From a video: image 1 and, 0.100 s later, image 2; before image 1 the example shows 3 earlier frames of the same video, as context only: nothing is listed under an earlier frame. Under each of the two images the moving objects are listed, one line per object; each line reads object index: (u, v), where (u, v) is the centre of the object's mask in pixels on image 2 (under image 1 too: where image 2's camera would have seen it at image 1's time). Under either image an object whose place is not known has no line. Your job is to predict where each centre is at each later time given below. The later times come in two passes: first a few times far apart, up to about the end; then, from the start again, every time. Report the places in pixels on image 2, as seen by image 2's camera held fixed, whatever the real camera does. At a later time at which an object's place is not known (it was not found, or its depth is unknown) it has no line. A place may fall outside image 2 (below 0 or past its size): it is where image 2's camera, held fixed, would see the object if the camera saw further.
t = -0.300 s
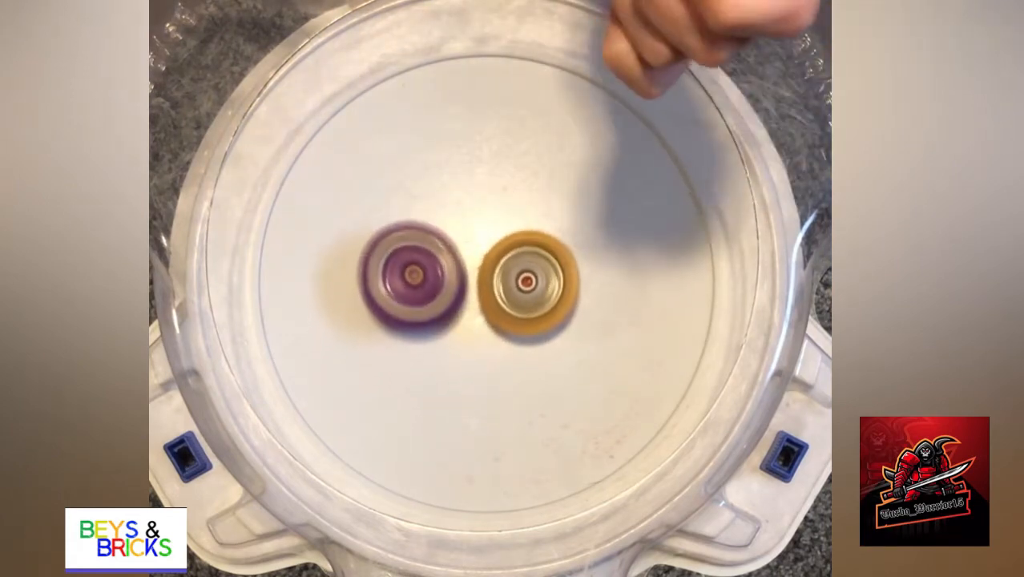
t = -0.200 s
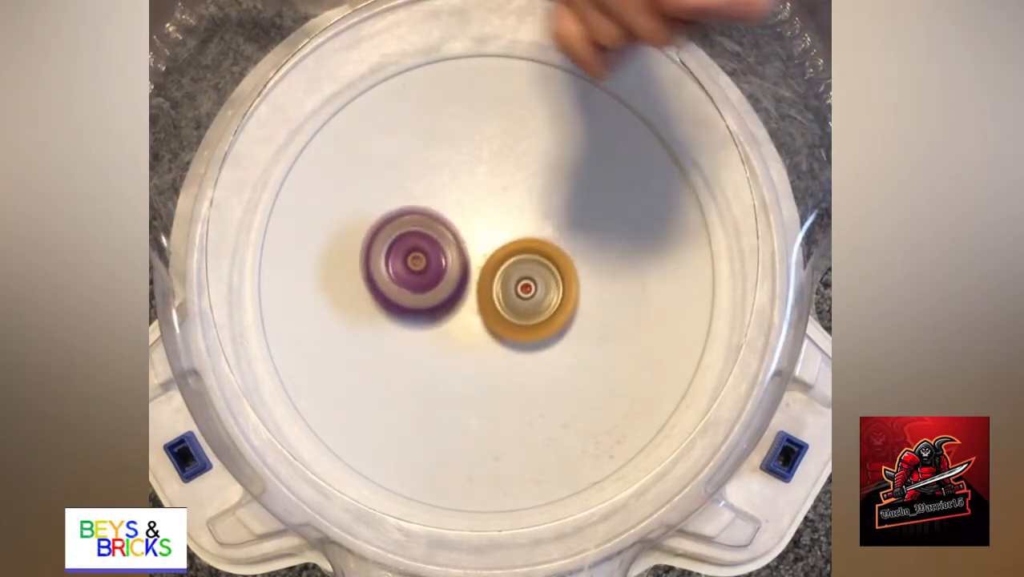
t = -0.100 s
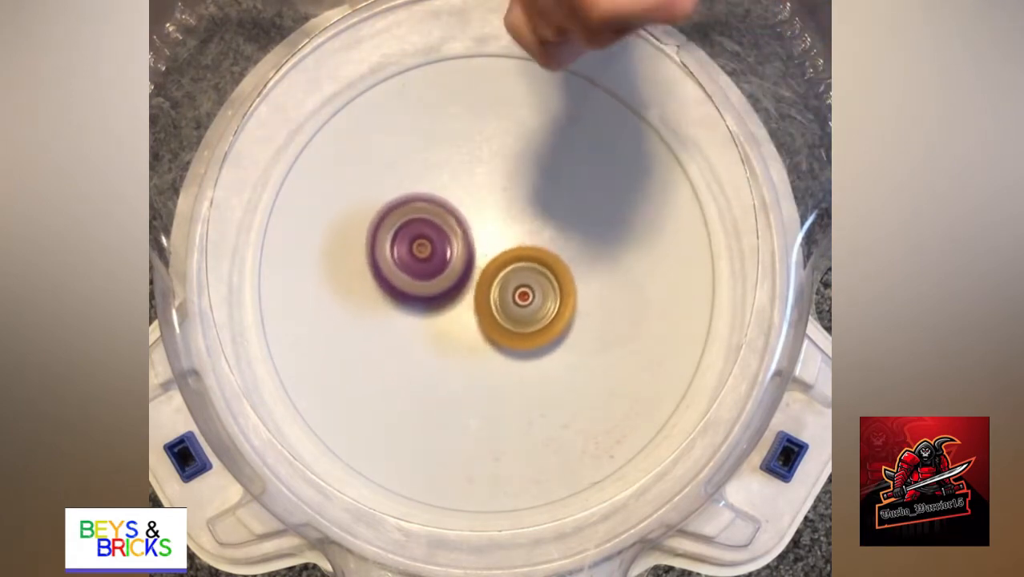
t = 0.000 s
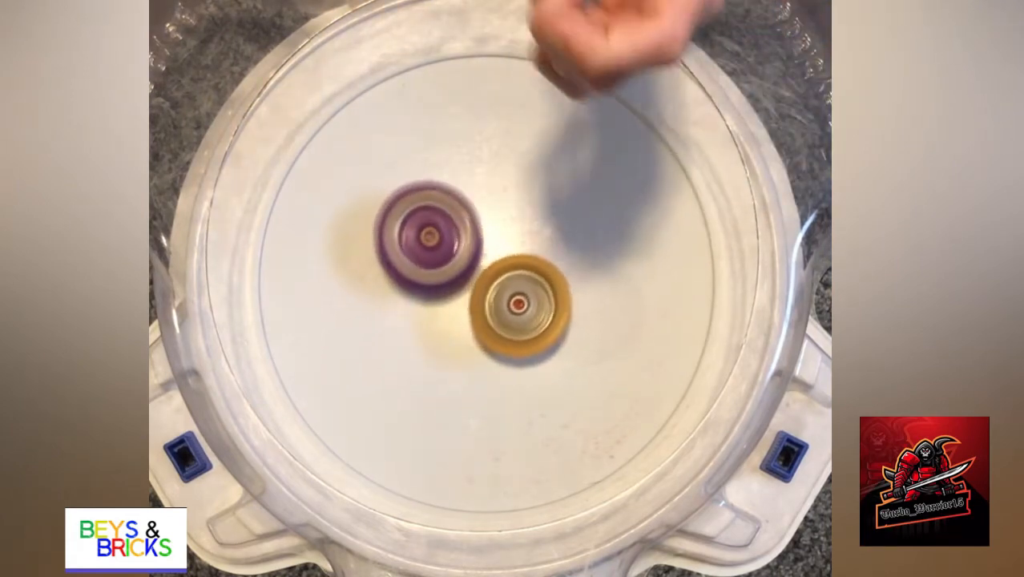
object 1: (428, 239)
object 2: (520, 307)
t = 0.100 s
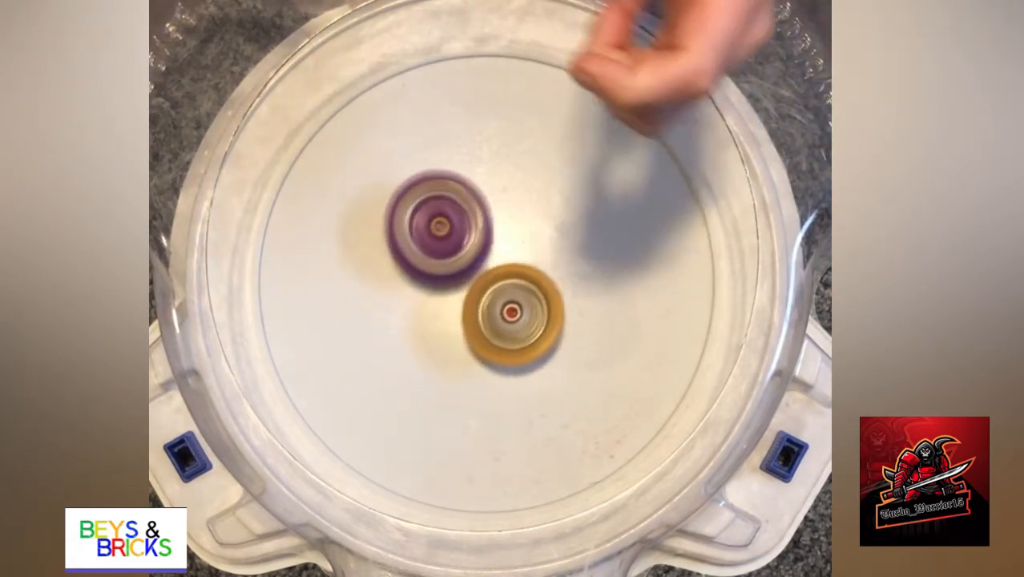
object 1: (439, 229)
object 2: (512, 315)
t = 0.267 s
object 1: (459, 218)
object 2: (499, 327)
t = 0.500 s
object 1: (489, 211)
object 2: (480, 334)
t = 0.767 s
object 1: (522, 223)
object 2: (461, 328)
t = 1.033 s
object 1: (549, 250)
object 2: (443, 309)
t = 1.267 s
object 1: (558, 276)
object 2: (439, 283)
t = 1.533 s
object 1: (547, 311)
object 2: (450, 253)
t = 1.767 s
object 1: (521, 337)
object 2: (466, 235)
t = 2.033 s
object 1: (487, 350)
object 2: (488, 230)
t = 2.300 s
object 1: (453, 344)
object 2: (512, 246)
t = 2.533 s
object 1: (431, 325)
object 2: (526, 269)
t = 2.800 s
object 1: (419, 294)
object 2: (531, 293)
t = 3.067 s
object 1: (422, 258)
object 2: (520, 312)
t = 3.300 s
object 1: (435, 231)
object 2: (508, 330)
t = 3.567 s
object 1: (468, 217)
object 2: (486, 332)
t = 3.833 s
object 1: (505, 219)
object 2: (458, 320)
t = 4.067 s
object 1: (532, 237)
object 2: (442, 302)
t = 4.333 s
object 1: (553, 267)
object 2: (440, 283)
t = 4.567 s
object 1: (552, 295)
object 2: (446, 264)
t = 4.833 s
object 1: (535, 328)
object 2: (452, 242)
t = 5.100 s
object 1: (502, 347)
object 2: (473, 237)
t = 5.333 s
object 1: (468, 348)
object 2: (496, 238)
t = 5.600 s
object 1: (434, 330)
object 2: (523, 248)
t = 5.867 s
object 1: (421, 298)
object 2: (529, 267)
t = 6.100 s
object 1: (423, 265)
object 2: (529, 292)
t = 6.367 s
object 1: (437, 225)
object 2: (525, 329)
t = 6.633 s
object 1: (467, 221)
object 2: (519, 351)
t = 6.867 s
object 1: (497, 233)
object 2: (497, 343)
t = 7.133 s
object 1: (526, 247)
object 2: (461, 343)
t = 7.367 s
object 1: (534, 274)
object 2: (435, 317)
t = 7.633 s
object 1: (530, 303)
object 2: (417, 283)
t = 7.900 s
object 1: (511, 334)
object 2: (422, 232)
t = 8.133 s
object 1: (486, 331)
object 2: (456, 216)
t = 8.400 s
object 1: (449, 329)
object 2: (509, 209)
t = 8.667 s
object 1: (441, 296)
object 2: (538, 247)
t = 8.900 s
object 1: (433, 260)
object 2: (551, 294)
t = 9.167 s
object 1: (462, 236)
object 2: (514, 330)
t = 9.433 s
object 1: (502, 224)
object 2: (454, 329)
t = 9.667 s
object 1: (529, 246)
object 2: (425, 290)
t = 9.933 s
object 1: (539, 289)
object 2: (441, 241)
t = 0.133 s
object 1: (442, 226)
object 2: (510, 317)
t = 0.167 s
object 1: (446, 223)
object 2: (507, 320)
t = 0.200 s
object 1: (450, 221)
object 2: (504, 322)
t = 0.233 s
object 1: (455, 219)
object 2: (502, 324)
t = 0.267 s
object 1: (459, 218)
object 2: (499, 327)
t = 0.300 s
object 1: (463, 216)
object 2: (496, 328)
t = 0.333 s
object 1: (467, 215)
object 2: (493, 329)
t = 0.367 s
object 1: (472, 213)
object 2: (491, 331)
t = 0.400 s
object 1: (476, 212)
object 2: (488, 333)
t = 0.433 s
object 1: (480, 212)
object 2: (486, 334)
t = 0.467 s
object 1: (485, 211)
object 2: (483, 334)
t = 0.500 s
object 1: (489, 211)
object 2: (480, 334)
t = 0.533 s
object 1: (493, 212)
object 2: (478, 335)
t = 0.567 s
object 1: (497, 212)
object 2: (475, 335)
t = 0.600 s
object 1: (501, 214)
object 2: (473, 334)
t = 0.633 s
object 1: (506, 215)
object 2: (471, 334)
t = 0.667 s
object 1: (510, 217)
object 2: (469, 333)
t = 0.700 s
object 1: (514, 218)
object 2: (466, 331)
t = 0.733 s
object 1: (518, 220)
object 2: (463, 329)
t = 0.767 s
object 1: (522, 223)
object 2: (461, 328)
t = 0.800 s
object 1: (526, 226)
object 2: (459, 326)
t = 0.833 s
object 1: (530, 229)
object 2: (456, 323)
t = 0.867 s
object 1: (533, 232)
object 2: (454, 322)
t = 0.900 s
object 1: (537, 236)
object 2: (451, 319)
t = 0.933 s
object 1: (540, 239)
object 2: (449, 317)
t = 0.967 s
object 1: (543, 243)
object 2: (447, 314)
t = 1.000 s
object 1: (546, 247)
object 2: (445, 312)
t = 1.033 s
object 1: (549, 250)
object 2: (443, 309)
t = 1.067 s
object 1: (551, 254)
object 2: (442, 306)
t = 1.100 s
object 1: (553, 257)
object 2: (441, 302)
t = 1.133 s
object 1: (555, 261)
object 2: (440, 298)
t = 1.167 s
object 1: (557, 265)
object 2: (439, 295)
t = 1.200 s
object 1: (557, 269)
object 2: (439, 291)
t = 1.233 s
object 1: (558, 272)
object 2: (439, 287)
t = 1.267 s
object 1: (558, 276)
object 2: (439, 283)
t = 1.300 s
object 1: (558, 281)
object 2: (440, 279)
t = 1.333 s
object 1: (557, 285)
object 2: (441, 275)
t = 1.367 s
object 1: (556, 290)
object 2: (442, 271)
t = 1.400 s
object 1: (555, 294)
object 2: (443, 267)
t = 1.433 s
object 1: (553, 298)
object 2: (444, 263)
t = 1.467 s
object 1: (552, 302)
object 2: (446, 259)
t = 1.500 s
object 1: (549, 306)
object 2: (448, 256)
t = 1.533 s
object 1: (547, 311)
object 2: (450, 253)
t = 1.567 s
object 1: (543, 315)
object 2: (452, 251)
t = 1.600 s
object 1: (540, 319)
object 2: (454, 248)
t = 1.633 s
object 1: (537, 323)
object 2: (456, 245)
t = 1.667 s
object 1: (533, 327)
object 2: (459, 243)
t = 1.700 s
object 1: (529, 331)
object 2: (461, 241)
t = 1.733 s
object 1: (525, 334)
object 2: (463, 237)
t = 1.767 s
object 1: (521, 337)
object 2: (466, 235)
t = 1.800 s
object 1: (517, 339)
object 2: (468, 233)
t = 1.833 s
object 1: (513, 341)
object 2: (471, 231)
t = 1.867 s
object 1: (508, 343)
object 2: (474, 230)
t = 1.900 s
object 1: (504, 345)
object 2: (477, 229)
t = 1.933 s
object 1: (500, 346)
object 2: (480, 229)
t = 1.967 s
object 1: (496, 348)
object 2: (483, 229)
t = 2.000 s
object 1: (491, 349)
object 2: (486, 229)
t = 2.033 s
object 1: (487, 350)
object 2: (488, 230)
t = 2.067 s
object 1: (482, 350)
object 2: (491, 231)
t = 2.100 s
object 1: (477, 350)
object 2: (494, 232)
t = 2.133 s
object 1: (473, 350)
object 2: (497, 233)
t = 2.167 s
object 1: (469, 349)
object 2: (500, 235)
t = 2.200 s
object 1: (465, 348)
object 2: (503, 237)
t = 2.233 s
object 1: (461, 347)
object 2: (506, 240)
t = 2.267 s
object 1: (457, 345)
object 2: (509, 243)
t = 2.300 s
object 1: (453, 344)
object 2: (512, 246)
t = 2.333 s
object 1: (449, 342)
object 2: (515, 249)
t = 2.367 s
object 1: (446, 339)
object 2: (517, 252)
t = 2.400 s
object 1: (442, 337)
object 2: (519, 255)
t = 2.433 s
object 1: (439, 334)
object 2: (521, 259)
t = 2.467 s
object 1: (436, 331)
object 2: (523, 262)
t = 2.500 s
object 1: (434, 329)
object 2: (525, 266)
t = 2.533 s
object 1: (431, 325)
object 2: (526, 269)
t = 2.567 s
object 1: (428, 322)
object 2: (528, 273)
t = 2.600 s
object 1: (426, 318)
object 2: (529, 276)
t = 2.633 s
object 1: (425, 314)
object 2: (530, 280)
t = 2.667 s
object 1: (423, 310)
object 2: (531, 282)
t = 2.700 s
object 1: (422, 306)
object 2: (531, 285)
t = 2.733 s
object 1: (421, 302)
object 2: (532, 288)
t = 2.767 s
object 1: (420, 298)
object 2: (532, 290)
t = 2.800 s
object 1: (419, 294)
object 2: (531, 293)
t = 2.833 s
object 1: (419, 290)
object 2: (530, 295)
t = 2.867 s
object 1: (419, 286)
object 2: (529, 297)
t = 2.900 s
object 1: (419, 281)
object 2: (527, 300)
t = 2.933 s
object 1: (419, 276)
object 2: (526, 302)
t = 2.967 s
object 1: (420, 271)
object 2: (525, 304)
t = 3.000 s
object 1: (421, 267)
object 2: (523, 306)
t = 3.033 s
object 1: (422, 262)
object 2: (521, 308)
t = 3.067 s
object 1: (422, 258)
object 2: (520, 312)
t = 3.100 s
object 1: (422, 253)
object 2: (519, 316)
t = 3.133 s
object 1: (423, 248)
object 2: (518, 319)
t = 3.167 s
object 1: (425, 244)
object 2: (516, 322)
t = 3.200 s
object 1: (427, 241)
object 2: (514, 324)
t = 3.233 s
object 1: (429, 237)
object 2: (512, 326)
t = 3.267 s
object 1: (432, 234)
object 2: (510, 328)
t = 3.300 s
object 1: (435, 231)
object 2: (508, 330)
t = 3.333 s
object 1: (439, 228)
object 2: (505, 332)
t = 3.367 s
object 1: (443, 226)
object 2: (503, 333)
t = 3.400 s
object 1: (447, 224)
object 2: (500, 333)
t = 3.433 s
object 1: (451, 222)
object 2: (498, 333)
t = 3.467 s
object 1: (455, 220)
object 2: (495, 333)
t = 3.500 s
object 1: (460, 219)
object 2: (492, 333)
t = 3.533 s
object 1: (464, 218)
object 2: (489, 333)
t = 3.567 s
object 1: (468, 217)
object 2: (486, 332)
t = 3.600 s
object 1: (472, 217)
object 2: (483, 331)
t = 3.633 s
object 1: (477, 217)
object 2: (479, 329)
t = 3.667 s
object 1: (481, 216)
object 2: (475, 327)
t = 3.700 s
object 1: (486, 216)
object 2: (471, 327)
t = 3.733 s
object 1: (491, 216)
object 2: (468, 325)
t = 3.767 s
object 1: (496, 217)
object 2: (464, 324)
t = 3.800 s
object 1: (500, 218)
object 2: (461, 322)
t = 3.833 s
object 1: (505, 219)
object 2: (458, 320)
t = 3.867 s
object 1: (509, 221)
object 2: (455, 318)
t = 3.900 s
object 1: (513, 223)
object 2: (452, 316)
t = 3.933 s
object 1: (517, 226)
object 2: (449, 313)
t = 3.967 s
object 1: (521, 229)
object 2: (447, 311)
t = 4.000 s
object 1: (525, 231)
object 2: (445, 308)
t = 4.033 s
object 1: (529, 235)
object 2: (443, 305)
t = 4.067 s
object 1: (532, 237)
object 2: (442, 302)
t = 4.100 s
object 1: (535, 241)
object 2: (441, 299)
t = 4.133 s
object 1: (538, 244)
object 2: (440, 297)
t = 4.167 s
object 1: (541, 248)
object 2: (440, 295)
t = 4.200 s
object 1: (543, 252)
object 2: (441, 292)
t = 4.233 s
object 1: (547, 256)
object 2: (440, 290)
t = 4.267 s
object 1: (550, 260)
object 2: (439, 287)
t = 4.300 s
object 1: (552, 264)
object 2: (440, 285)
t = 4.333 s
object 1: (553, 267)
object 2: (440, 283)
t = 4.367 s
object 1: (553, 271)
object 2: (441, 280)
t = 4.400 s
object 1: (553, 274)
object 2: (442, 278)
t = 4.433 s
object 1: (553, 278)
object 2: (443, 274)
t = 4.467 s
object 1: (554, 282)
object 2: (443, 271)
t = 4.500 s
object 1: (553, 286)
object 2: (444, 268)
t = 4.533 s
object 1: (553, 291)
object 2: (445, 266)
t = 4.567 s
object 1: (552, 295)
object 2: (446, 264)
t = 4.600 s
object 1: (551, 300)
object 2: (447, 259)
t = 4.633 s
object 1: (551, 305)
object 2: (447, 255)
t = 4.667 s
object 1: (549, 310)
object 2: (447, 251)
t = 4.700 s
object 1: (547, 314)
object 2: (447, 249)
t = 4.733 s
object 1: (545, 318)
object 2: (448, 247)
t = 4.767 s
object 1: (542, 321)
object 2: (449, 245)
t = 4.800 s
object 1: (538, 325)
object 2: (451, 243)
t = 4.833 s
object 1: (535, 328)
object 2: (452, 242)
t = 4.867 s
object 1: (531, 331)
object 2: (454, 240)
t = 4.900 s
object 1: (528, 334)
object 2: (455, 240)
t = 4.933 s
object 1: (524, 336)
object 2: (458, 240)
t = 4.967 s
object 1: (520, 339)
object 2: (460, 240)
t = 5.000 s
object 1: (515, 341)
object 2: (464, 240)
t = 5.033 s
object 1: (511, 342)
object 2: (467, 241)
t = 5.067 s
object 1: (506, 344)
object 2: (470, 239)
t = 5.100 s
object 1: (502, 347)
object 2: (473, 237)
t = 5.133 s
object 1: (497, 349)
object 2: (477, 236)
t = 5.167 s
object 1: (492, 350)
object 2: (480, 236)
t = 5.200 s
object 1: (488, 350)
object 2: (483, 236)
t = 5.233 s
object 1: (483, 350)
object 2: (486, 236)
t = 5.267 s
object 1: (478, 350)
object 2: (489, 236)
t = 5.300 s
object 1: (473, 349)
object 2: (493, 237)
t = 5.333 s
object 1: (468, 348)
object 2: (496, 238)
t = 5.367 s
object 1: (464, 346)
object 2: (499, 239)
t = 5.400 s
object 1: (460, 343)
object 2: (502, 241)
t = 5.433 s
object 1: (456, 341)
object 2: (505, 242)
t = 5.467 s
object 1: (451, 340)
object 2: (510, 243)
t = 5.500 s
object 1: (446, 338)
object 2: (514, 244)
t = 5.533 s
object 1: (442, 336)
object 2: (518, 245)
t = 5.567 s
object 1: (438, 333)
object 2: (520, 246)
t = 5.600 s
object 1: (434, 330)
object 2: (523, 248)
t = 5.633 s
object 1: (431, 326)
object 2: (525, 249)
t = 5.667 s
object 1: (429, 323)
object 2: (526, 251)
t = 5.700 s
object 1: (426, 319)
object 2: (527, 253)
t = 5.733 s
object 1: (424, 315)
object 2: (528, 256)
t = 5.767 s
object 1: (423, 311)
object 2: (528, 258)
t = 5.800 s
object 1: (422, 306)
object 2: (529, 261)
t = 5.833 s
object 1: (422, 302)
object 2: (529, 264)
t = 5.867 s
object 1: (421, 298)
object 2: (529, 267)
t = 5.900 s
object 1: (421, 293)
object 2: (528, 270)
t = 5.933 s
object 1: (421, 289)
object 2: (529, 274)
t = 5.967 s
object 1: (419, 284)
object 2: (530, 278)
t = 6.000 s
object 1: (419, 279)
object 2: (530, 282)
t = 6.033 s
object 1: (419, 274)
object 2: (530, 285)
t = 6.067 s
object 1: (421, 269)
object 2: (530, 288)
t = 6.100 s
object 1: (423, 265)
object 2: (529, 292)
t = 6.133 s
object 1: (425, 261)
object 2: (528, 295)
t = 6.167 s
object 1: (427, 256)
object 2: (527, 299)
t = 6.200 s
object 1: (429, 252)
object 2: (526, 302)
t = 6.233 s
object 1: (431, 248)
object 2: (524, 305)
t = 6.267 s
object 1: (435, 244)
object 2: (522, 307)
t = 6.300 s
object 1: (435, 237)
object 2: (523, 316)
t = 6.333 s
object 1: (434, 230)
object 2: (525, 324)
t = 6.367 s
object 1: (437, 225)
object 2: (525, 329)
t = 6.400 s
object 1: (441, 222)
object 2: (526, 334)
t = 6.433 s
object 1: (444, 219)
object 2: (526, 338)
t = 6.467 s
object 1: (448, 216)
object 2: (526, 341)
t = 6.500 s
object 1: (452, 218)
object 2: (525, 344)
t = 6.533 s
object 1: (456, 218)
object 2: (524, 347)
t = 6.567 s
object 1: (459, 219)
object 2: (523, 349)
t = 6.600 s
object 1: (463, 220)
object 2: (521, 350)
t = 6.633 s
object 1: (467, 221)
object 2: (519, 351)
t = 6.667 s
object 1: (471, 222)
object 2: (517, 351)
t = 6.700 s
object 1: (475, 224)
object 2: (514, 350)
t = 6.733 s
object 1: (480, 226)
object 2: (512, 349)
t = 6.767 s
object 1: (484, 228)
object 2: (509, 347)
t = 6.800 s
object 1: (489, 230)
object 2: (506, 345)
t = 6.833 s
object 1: (493, 232)
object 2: (502, 343)
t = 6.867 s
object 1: (497, 233)
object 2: (497, 343)
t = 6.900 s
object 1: (503, 229)
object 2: (490, 349)
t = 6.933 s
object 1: (509, 229)
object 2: (485, 351)
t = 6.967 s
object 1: (513, 230)
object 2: (480, 351)
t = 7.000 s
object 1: (517, 233)
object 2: (476, 351)
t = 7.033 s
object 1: (520, 236)
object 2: (472, 350)
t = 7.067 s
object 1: (522, 239)
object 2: (468, 348)
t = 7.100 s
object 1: (524, 243)
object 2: (464, 346)
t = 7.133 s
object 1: (526, 247)
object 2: (461, 343)
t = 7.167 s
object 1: (527, 251)
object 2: (457, 340)
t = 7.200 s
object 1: (528, 255)
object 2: (454, 336)
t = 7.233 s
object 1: (529, 259)
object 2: (450, 332)
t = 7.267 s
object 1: (532, 262)
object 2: (445, 329)
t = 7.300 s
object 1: (533, 265)
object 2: (442, 325)
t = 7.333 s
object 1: (533, 269)
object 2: (439, 321)
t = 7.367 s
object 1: (534, 274)
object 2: (435, 317)
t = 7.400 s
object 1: (537, 277)
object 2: (428, 313)
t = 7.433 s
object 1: (539, 282)
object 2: (424, 309)
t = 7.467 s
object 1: (539, 287)
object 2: (421, 305)
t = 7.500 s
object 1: (538, 291)
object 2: (419, 301)
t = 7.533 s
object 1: (537, 295)
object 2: (417, 296)
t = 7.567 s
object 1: (535, 297)
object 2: (416, 292)
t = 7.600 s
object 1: (532, 300)
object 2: (416, 287)
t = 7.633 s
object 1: (530, 303)
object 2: (417, 283)
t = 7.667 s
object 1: (527, 306)
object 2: (418, 279)
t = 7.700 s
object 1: (523, 309)
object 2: (420, 274)
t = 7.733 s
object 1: (520, 312)
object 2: (421, 268)
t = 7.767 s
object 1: (522, 319)
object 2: (416, 257)
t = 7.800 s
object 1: (521, 326)
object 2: (416, 249)
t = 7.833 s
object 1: (518, 330)
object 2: (417, 242)
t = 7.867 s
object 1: (515, 333)
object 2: (419, 236)
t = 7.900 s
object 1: (511, 334)
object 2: (422, 232)
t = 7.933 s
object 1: (508, 335)
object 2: (425, 228)
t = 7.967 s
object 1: (504, 336)
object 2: (429, 224)
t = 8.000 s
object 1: (501, 335)
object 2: (434, 221)
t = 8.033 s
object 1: (497, 335)
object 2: (439, 219)
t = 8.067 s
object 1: (494, 334)
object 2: (444, 217)
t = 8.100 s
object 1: (490, 333)
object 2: (450, 217)
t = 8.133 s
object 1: (486, 331)
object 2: (456, 216)
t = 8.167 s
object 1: (482, 330)
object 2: (462, 217)
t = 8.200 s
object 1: (477, 328)
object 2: (468, 219)
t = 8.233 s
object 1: (471, 333)
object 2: (477, 211)
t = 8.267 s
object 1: (464, 336)
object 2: (486, 206)
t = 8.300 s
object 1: (459, 337)
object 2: (492, 206)
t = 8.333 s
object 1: (455, 335)
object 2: (498, 206)
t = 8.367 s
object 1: (451, 332)
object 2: (503, 207)
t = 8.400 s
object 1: (449, 329)
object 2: (509, 209)
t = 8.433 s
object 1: (447, 325)
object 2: (514, 211)
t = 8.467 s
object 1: (445, 322)
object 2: (519, 215)
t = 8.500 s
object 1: (444, 318)
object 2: (523, 219)
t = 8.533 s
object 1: (443, 314)
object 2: (527, 223)
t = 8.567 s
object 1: (442, 310)
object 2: (530, 229)
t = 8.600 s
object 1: (442, 305)
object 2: (532, 235)
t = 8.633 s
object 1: (442, 301)
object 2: (535, 241)
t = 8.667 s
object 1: (441, 296)
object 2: (538, 247)
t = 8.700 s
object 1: (439, 292)
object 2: (540, 255)
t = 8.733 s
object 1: (434, 285)
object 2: (546, 262)
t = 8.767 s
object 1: (431, 278)
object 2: (551, 270)
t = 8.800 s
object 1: (430, 273)
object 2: (552, 277)
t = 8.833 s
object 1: (431, 268)
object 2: (553, 281)
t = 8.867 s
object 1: (432, 265)
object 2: (552, 288)
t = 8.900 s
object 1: (433, 260)
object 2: (551, 294)
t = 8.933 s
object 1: (436, 257)
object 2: (549, 300)
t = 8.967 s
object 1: (439, 253)
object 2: (546, 306)
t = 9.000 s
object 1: (442, 251)
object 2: (543, 311)
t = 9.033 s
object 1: (446, 248)
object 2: (538, 316)
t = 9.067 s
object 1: (450, 245)
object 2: (533, 320)
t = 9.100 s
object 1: (454, 242)
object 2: (527, 323)
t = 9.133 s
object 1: (458, 239)
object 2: (521, 327)
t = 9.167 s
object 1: (462, 236)
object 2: (514, 330)
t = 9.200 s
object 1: (466, 232)
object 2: (507, 333)
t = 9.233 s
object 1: (471, 228)
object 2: (499, 337)
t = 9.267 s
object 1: (476, 225)
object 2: (493, 338)
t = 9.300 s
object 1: (482, 224)
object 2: (485, 338)
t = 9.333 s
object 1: (487, 224)
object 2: (476, 337)
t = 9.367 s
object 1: (492, 224)
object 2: (469, 336)
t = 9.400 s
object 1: (497, 223)
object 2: (461, 334)
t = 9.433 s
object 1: (502, 224)
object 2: (454, 329)
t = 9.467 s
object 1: (506, 226)
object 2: (447, 326)
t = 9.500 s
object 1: (510, 228)
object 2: (442, 321)
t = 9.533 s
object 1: (514, 230)
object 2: (437, 315)
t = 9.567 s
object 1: (518, 234)
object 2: (432, 309)
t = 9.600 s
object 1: (522, 238)
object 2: (429, 302)
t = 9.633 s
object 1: (526, 241)
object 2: (427, 296)
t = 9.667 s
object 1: (529, 246)
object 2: (425, 290)
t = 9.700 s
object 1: (531, 250)
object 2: (425, 283)
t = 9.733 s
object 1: (533, 254)
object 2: (425, 277)
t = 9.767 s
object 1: (534, 259)
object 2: (426, 271)
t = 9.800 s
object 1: (536, 265)
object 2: (428, 263)
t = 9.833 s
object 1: (538, 270)
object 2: (429, 257)
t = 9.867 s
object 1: (539, 276)
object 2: (433, 252)
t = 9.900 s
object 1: (538, 282)
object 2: (437, 247)
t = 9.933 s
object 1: (539, 289)
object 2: (441, 241)
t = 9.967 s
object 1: (538, 294)
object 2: (446, 237)
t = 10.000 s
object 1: (537, 300)
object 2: (452, 233)
